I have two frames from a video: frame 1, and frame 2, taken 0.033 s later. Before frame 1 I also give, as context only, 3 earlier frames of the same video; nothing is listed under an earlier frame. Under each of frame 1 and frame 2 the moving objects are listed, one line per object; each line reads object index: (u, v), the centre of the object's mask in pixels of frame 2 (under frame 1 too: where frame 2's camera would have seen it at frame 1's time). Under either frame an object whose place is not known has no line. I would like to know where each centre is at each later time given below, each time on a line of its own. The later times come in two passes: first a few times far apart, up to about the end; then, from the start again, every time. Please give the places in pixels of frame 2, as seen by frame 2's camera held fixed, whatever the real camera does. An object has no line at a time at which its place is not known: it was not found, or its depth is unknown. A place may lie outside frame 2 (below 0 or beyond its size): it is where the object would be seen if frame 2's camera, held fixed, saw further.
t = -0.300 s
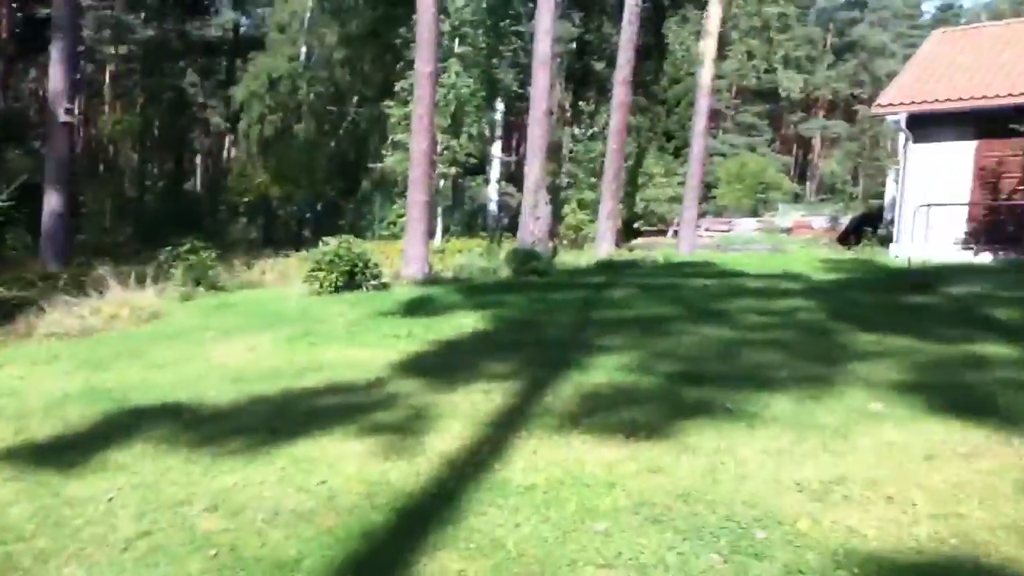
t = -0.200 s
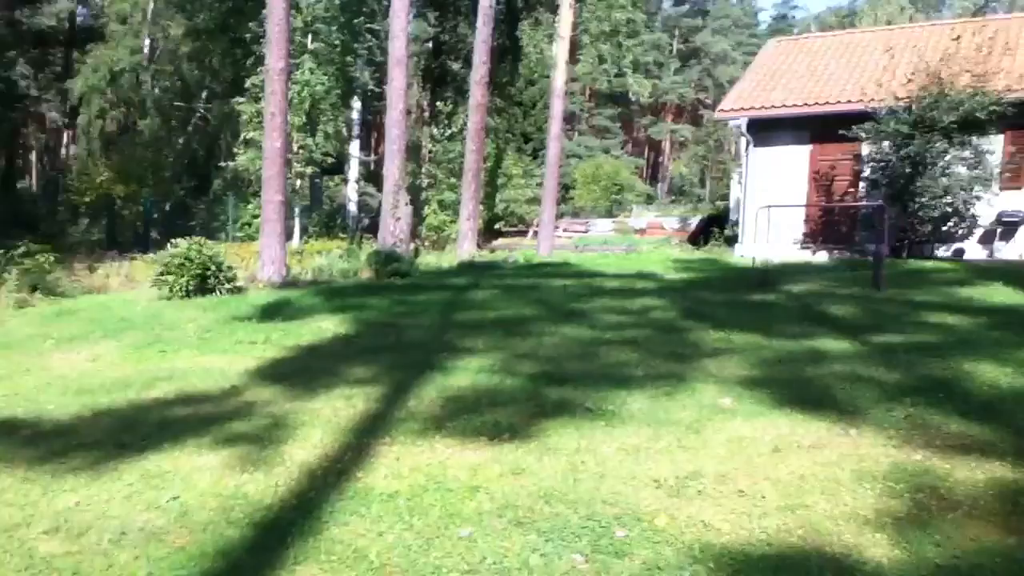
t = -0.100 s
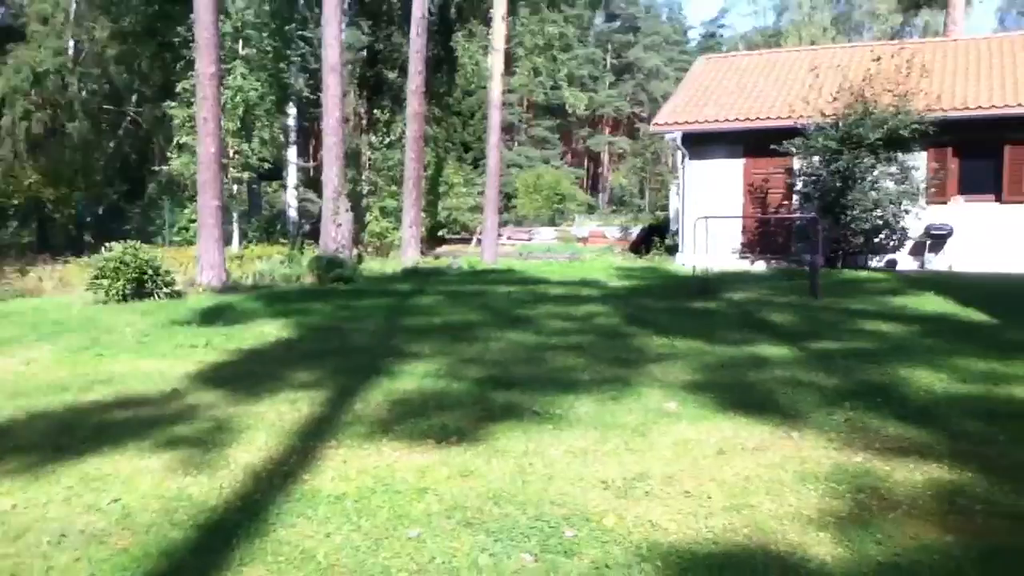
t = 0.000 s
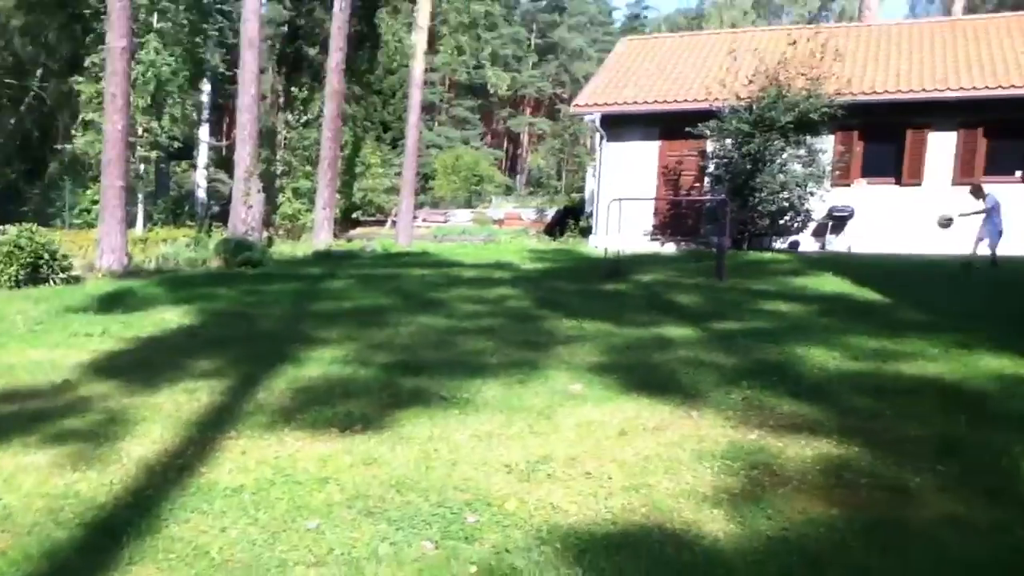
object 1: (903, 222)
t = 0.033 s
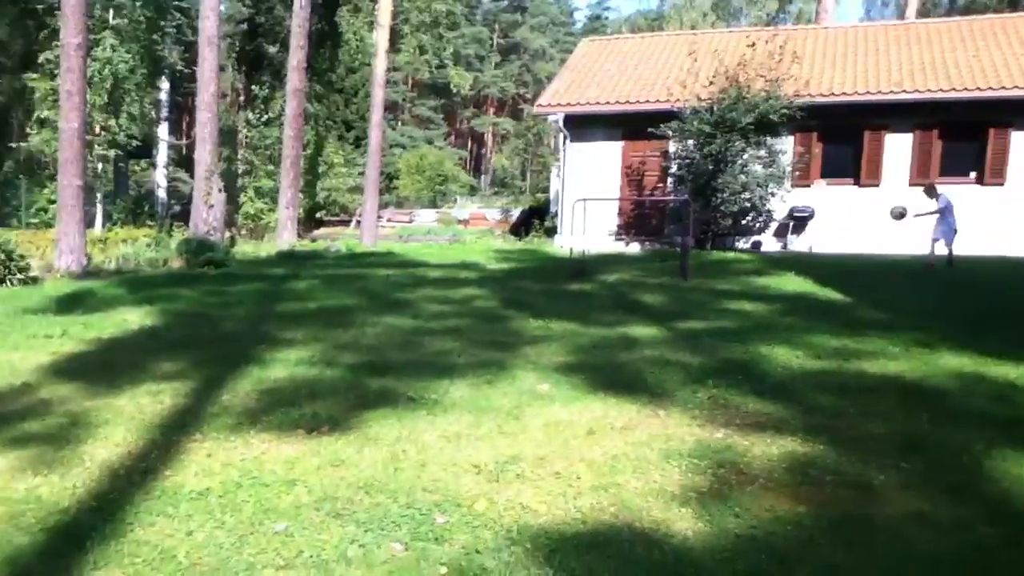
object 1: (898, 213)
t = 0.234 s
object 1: (863, 165)
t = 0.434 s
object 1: (817, 138)
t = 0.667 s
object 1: (743, 150)
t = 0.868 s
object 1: (634, 250)
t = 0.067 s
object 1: (893, 204)
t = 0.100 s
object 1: (887, 195)
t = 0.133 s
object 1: (881, 188)
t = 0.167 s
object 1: (875, 180)
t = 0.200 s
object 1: (869, 172)
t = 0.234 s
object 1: (863, 165)
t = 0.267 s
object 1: (856, 159)
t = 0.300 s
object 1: (849, 153)
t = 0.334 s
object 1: (842, 148)
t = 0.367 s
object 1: (833, 143)
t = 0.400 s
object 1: (825, 139)
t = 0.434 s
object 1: (817, 138)
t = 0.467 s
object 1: (807, 135)
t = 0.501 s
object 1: (799, 134)
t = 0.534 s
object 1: (789, 136)
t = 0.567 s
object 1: (779, 138)
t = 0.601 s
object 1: (766, 140)
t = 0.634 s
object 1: (756, 144)
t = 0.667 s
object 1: (743, 150)
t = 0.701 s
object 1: (728, 160)
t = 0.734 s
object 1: (713, 170)
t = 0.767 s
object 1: (695, 183)
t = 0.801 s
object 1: (677, 203)
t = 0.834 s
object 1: (658, 225)
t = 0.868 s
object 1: (634, 250)
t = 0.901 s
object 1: (607, 282)
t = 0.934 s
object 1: (577, 320)
